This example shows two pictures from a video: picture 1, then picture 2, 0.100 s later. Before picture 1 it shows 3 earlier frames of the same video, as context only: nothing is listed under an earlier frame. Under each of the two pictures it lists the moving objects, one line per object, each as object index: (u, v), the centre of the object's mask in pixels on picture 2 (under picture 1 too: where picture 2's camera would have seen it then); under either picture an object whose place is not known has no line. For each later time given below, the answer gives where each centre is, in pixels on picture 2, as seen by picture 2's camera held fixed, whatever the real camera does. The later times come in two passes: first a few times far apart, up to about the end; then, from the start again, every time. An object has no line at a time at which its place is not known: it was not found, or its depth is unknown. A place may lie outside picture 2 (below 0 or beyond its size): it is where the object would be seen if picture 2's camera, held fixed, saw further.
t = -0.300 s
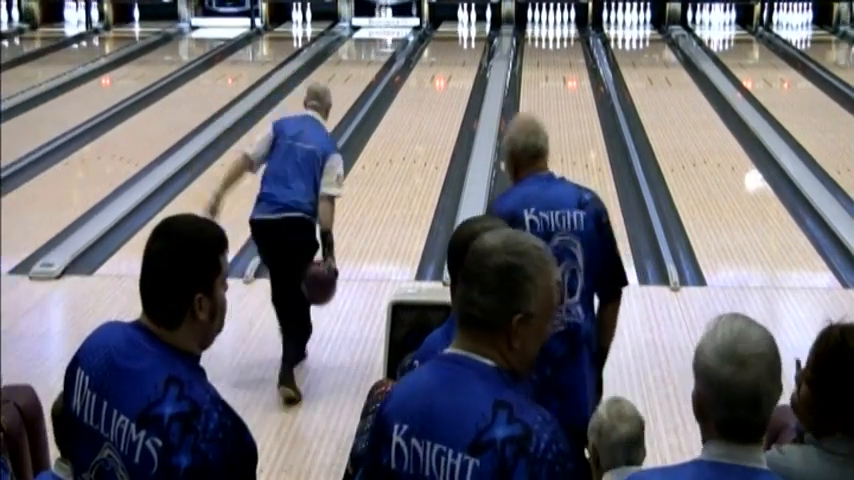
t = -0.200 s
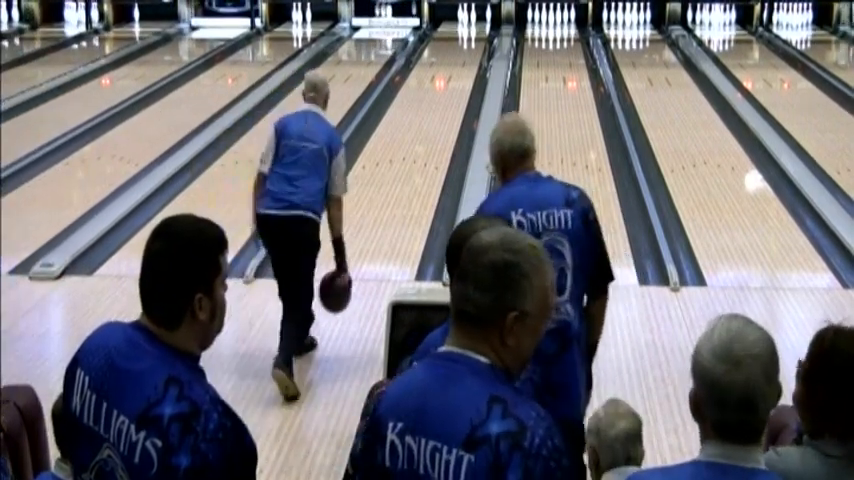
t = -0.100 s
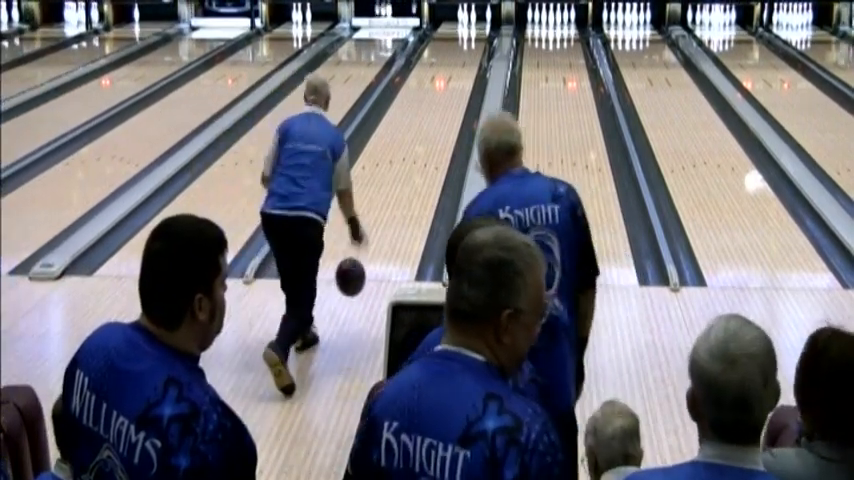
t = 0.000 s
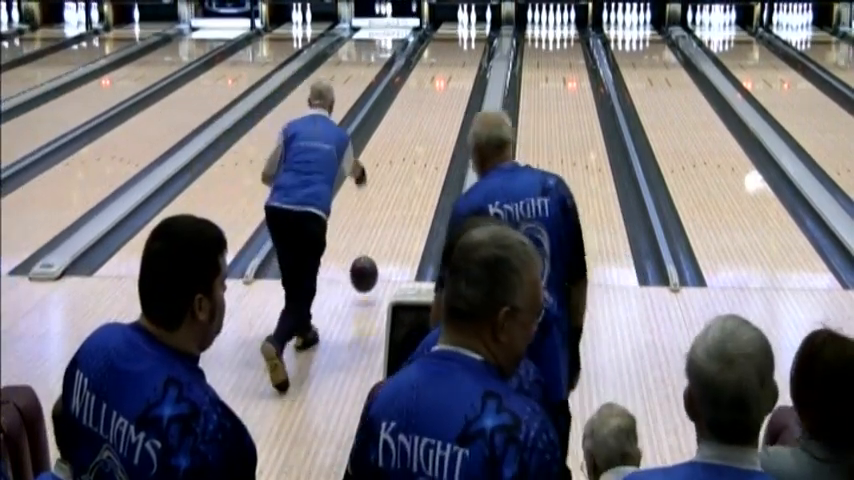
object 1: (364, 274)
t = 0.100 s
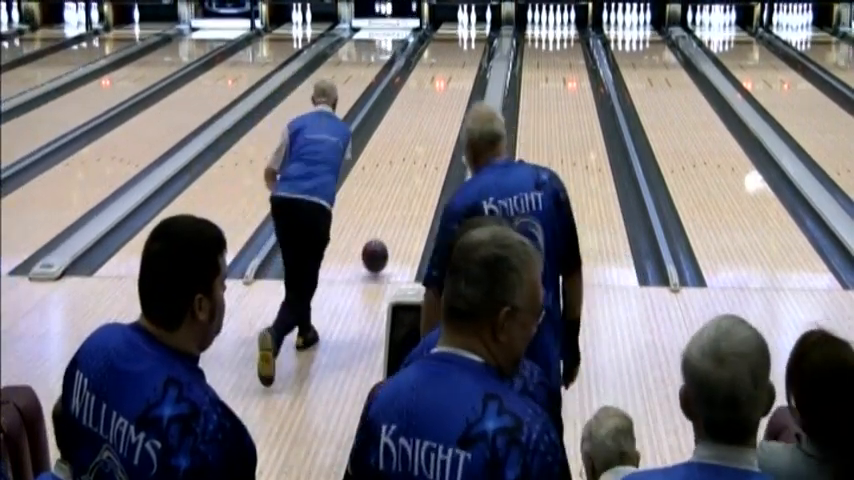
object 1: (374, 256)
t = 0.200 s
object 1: (384, 237)
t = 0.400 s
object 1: (400, 199)
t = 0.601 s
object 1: (413, 168)
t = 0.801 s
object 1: (423, 142)
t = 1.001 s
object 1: (432, 121)
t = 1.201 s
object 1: (439, 103)
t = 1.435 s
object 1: (446, 85)
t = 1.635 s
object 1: (451, 71)
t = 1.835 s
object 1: (455, 60)
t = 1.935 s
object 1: (457, 55)
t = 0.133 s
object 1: (378, 249)
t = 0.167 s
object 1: (381, 244)
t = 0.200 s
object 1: (384, 237)
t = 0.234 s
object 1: (387, 230)
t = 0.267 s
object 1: (390, 223)
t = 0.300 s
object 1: (393, 217)
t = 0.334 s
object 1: (396, 211)
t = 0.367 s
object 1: (398, 205)
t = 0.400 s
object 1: (400, 199)
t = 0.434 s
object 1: (403, 193)
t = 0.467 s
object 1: (405, 188)
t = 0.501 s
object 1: (407, 183)
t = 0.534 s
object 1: (409, 178)
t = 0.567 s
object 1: (411, 173)
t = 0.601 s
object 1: (413, 168)
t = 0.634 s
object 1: (415, 163)
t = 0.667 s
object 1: (417, 159)
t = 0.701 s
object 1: (418, 154)
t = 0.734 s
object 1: (420, 150)
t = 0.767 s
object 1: (422, 146)
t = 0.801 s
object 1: (423, 142)
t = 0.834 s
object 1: (425, 138)
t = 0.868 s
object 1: (426, 134)
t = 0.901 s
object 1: (428, 131)
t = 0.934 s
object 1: (429, 127)
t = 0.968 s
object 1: (430, 124)
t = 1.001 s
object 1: (432, 121)
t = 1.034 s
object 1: (433, 118)
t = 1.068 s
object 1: (434, 115)
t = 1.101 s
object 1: (436, 111)
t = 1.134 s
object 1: (437, 109)
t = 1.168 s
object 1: (438, 105)
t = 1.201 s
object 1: (439, 103)
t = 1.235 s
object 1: (440, 100)
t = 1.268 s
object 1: (441, 98)
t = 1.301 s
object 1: (442, 95)
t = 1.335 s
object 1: (443, 92)
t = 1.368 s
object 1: (444, 90)
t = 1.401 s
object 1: (445, 87)
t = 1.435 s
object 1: (446, 85)
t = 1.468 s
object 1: (447, 82)
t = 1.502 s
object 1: (448, 80)
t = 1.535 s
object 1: (448, 78)
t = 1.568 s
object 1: (449, 76)
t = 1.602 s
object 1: (450, 74)
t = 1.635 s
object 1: (451, 71)
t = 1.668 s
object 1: (452, 70)
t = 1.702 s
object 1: (453, 67)
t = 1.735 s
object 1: (453, 66)
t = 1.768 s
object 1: (454, 63)
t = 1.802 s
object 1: (455, 62)
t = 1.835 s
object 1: (455, 60)
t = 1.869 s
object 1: (456, 58)
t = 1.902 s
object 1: (457, 56)
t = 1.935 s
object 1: (457, 55)
